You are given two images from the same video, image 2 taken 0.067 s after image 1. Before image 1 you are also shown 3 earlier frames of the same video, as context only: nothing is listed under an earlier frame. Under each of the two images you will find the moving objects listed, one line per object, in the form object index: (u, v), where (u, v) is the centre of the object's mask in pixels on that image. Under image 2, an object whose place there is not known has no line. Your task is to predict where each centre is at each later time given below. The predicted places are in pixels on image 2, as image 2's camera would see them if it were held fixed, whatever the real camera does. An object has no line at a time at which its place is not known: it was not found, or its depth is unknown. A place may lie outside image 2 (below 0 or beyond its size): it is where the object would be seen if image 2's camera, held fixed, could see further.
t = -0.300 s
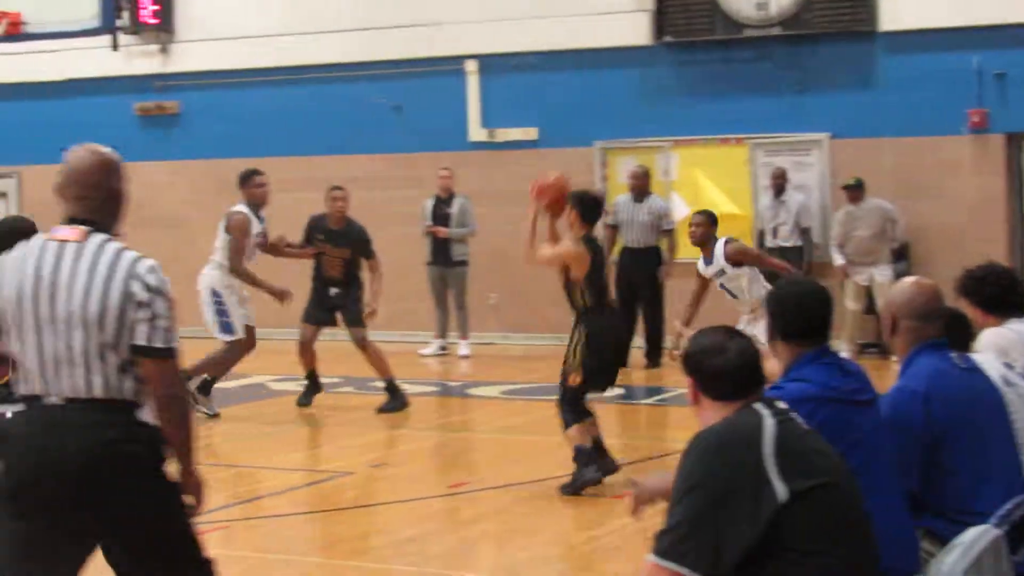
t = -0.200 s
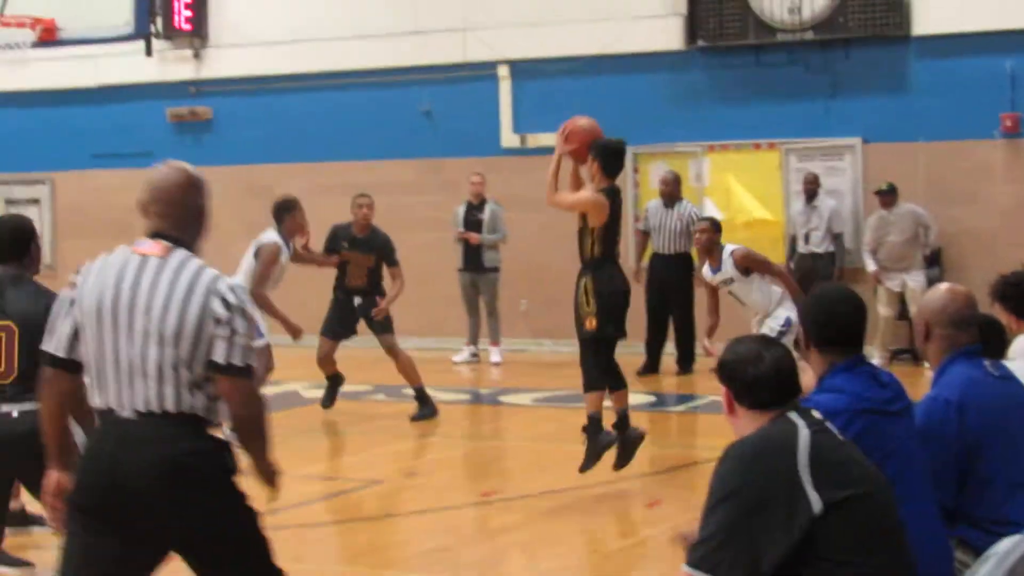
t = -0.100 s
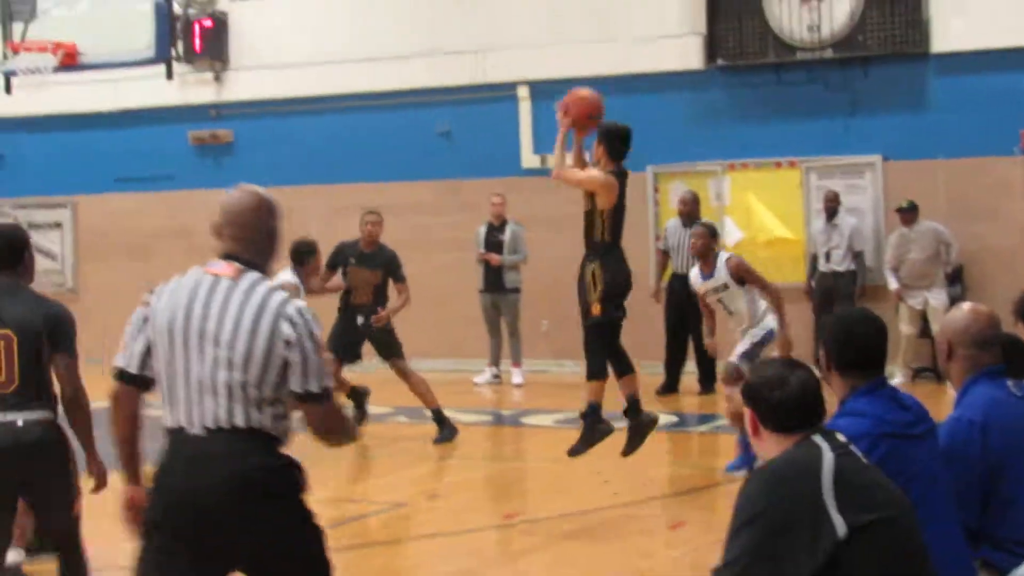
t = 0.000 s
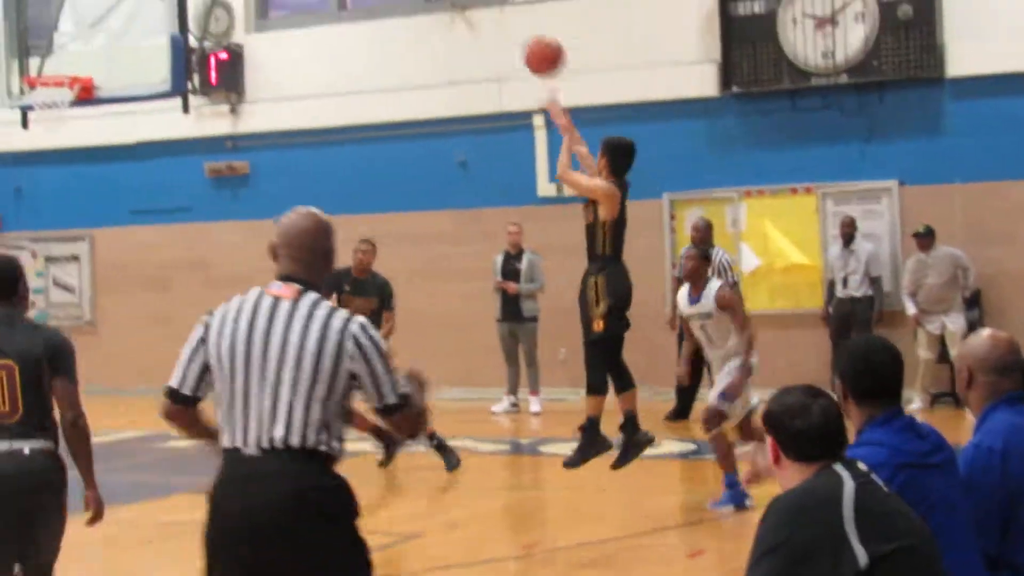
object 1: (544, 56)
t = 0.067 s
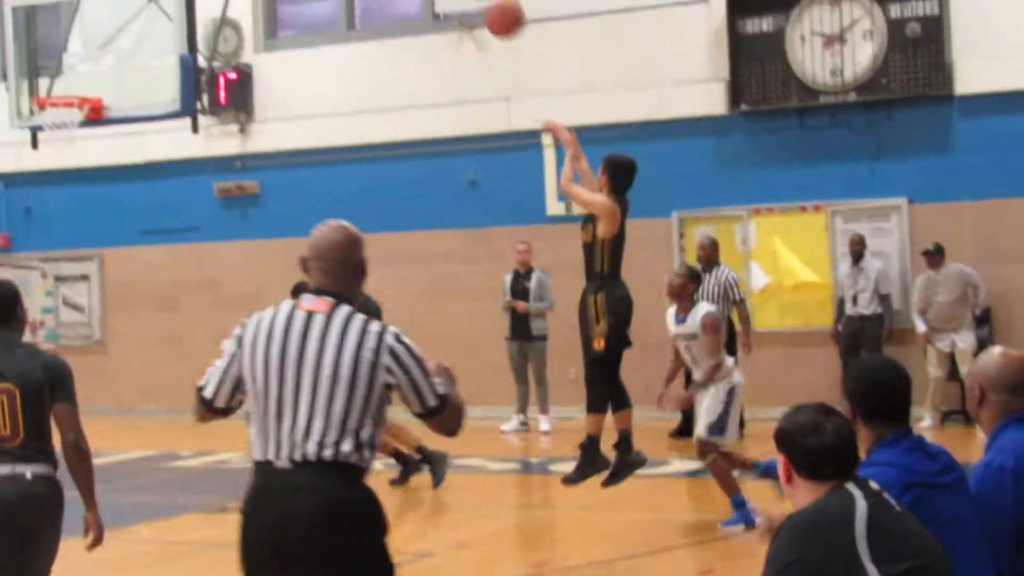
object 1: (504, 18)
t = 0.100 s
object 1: (481, 1)
